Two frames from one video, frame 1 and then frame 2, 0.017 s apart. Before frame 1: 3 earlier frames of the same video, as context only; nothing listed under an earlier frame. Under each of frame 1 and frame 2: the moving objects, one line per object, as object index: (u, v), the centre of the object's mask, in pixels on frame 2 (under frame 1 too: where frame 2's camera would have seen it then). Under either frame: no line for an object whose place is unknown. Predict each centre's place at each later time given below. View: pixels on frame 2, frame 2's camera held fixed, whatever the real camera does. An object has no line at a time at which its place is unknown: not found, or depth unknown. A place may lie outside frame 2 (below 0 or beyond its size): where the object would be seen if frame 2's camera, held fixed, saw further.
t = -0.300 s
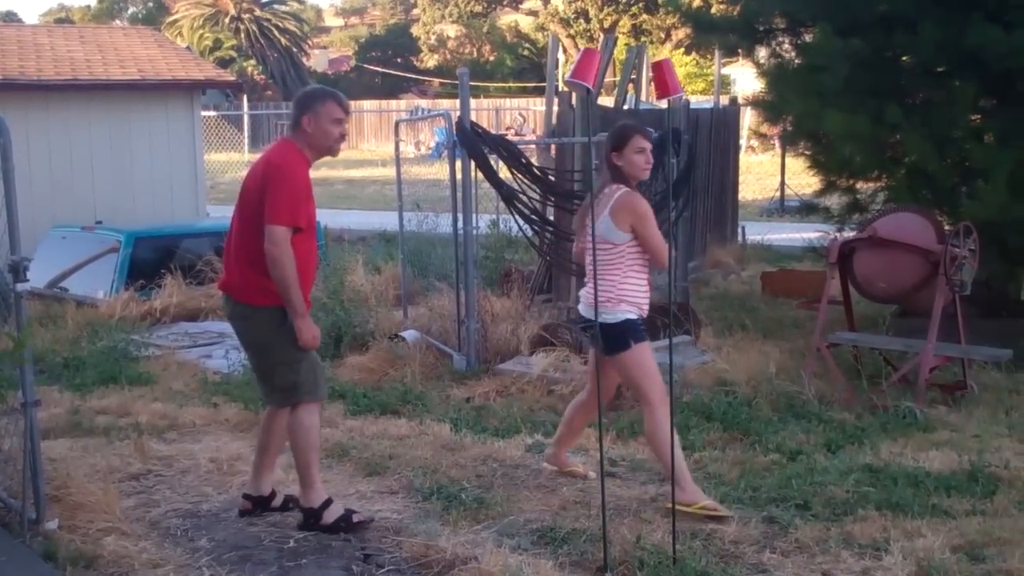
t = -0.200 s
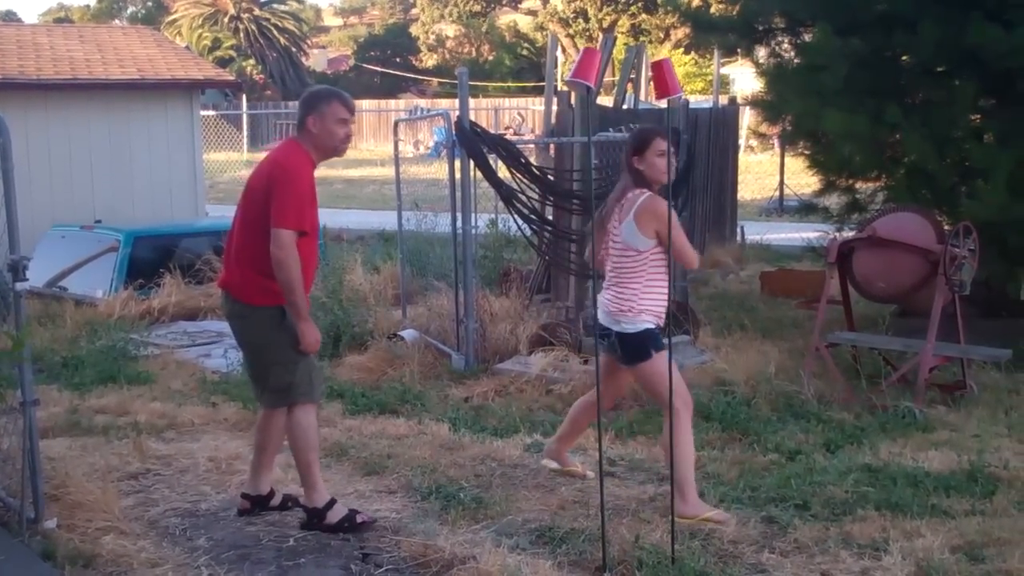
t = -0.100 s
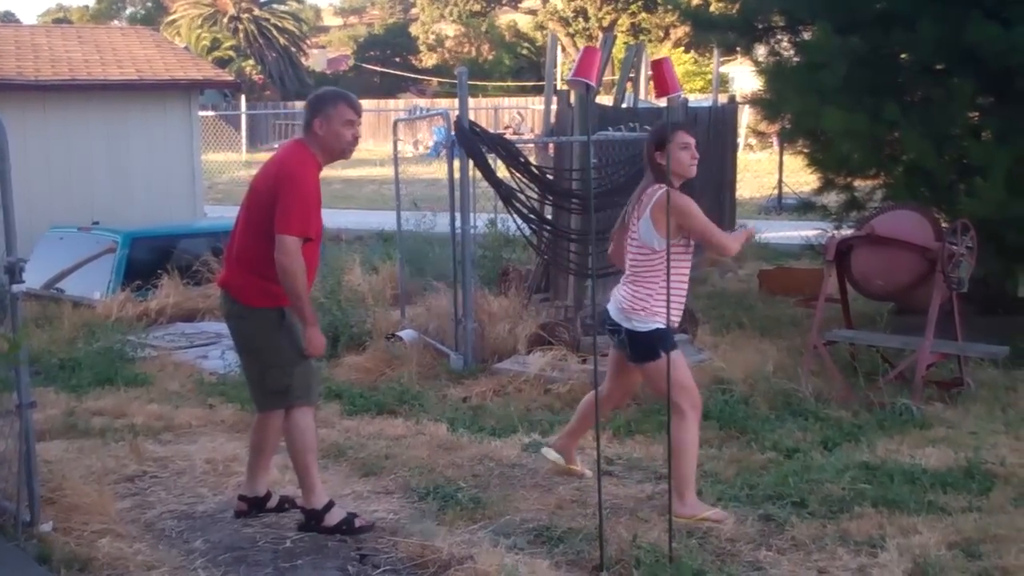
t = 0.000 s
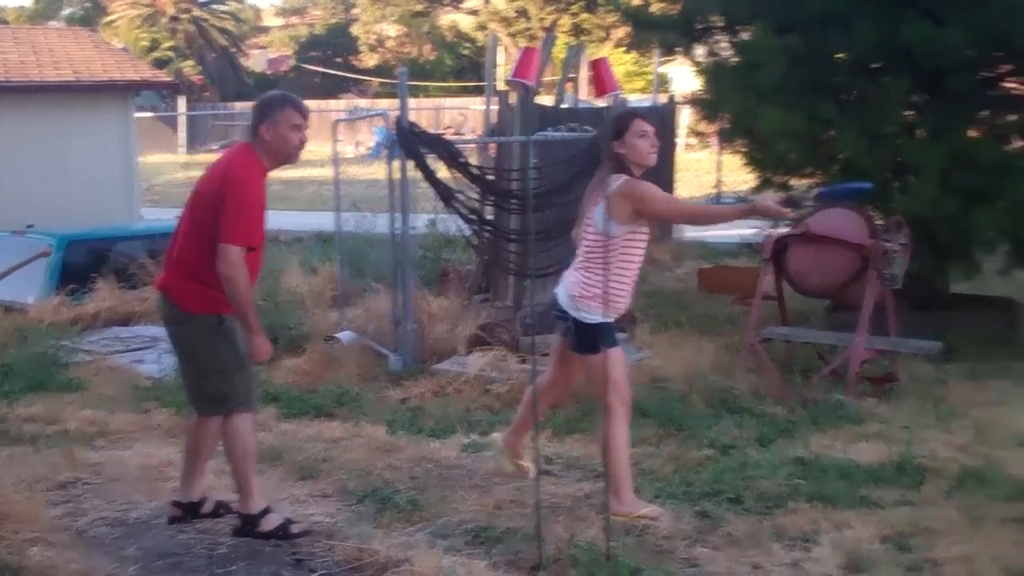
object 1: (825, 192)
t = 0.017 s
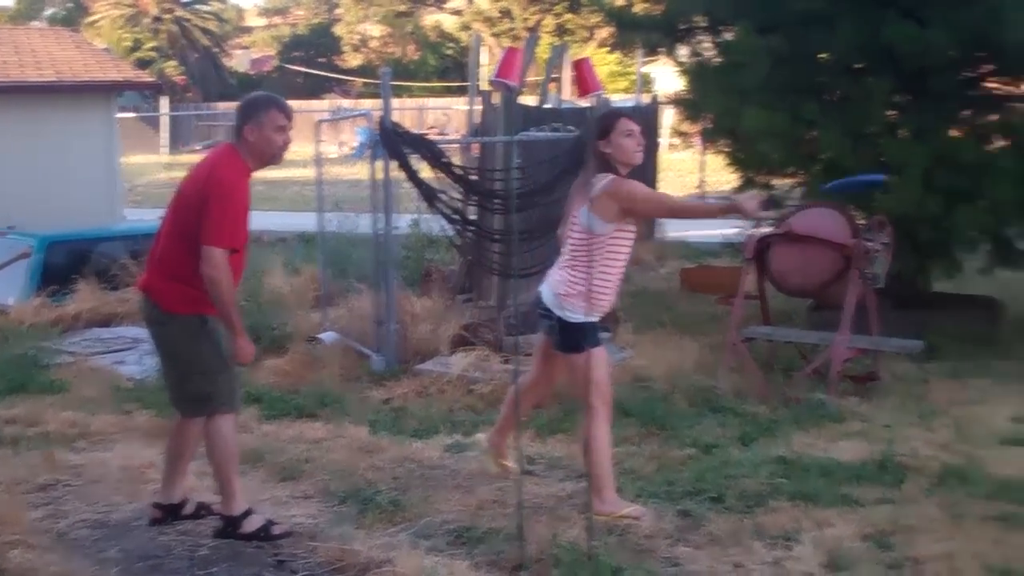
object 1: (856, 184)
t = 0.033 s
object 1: (889, 178)
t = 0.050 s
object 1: (927, 168)
